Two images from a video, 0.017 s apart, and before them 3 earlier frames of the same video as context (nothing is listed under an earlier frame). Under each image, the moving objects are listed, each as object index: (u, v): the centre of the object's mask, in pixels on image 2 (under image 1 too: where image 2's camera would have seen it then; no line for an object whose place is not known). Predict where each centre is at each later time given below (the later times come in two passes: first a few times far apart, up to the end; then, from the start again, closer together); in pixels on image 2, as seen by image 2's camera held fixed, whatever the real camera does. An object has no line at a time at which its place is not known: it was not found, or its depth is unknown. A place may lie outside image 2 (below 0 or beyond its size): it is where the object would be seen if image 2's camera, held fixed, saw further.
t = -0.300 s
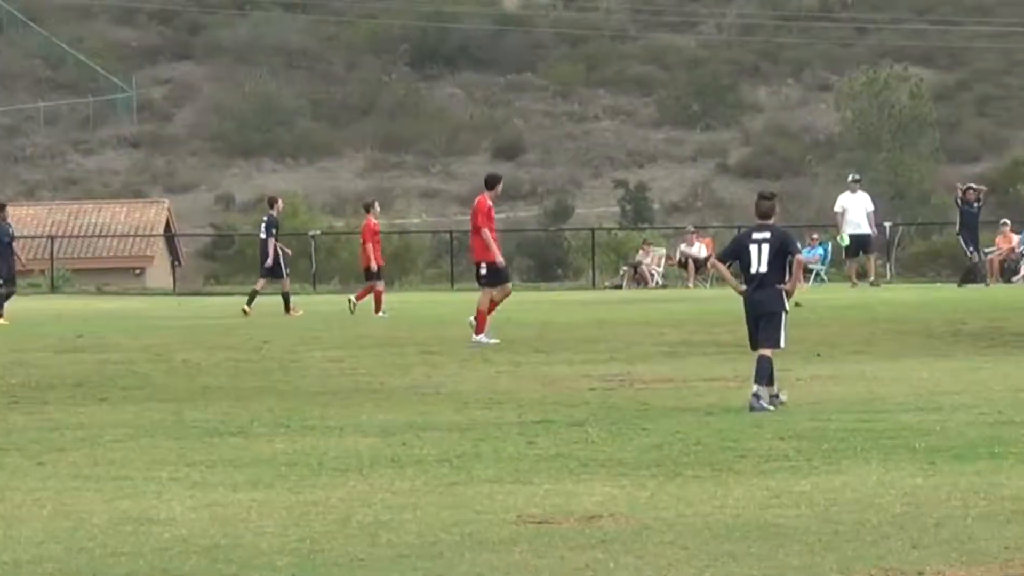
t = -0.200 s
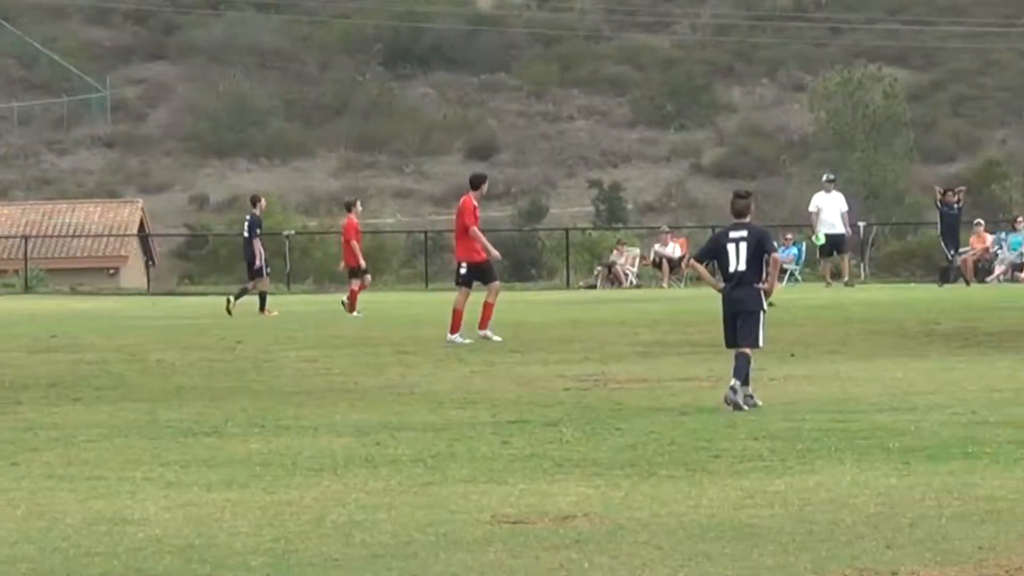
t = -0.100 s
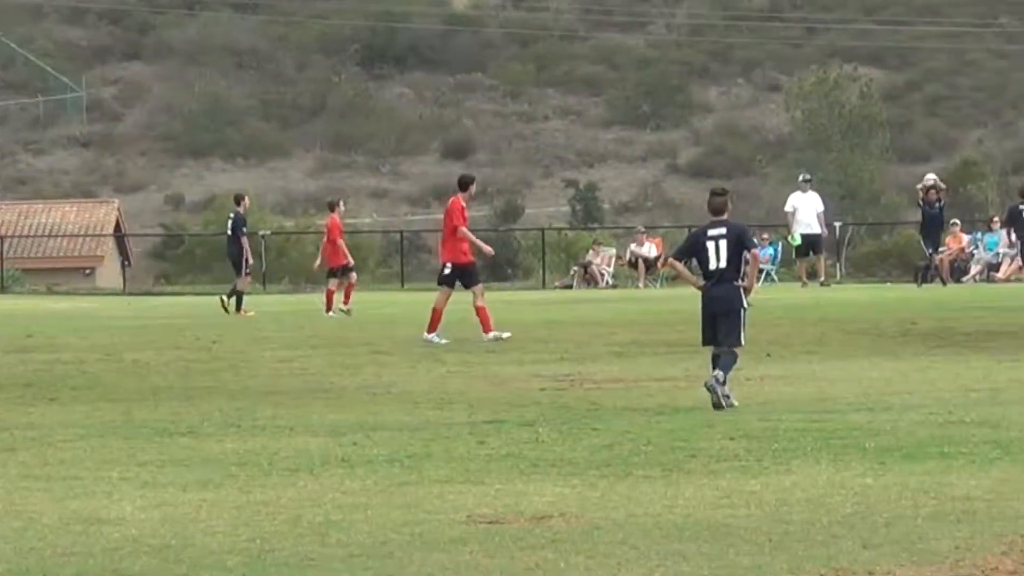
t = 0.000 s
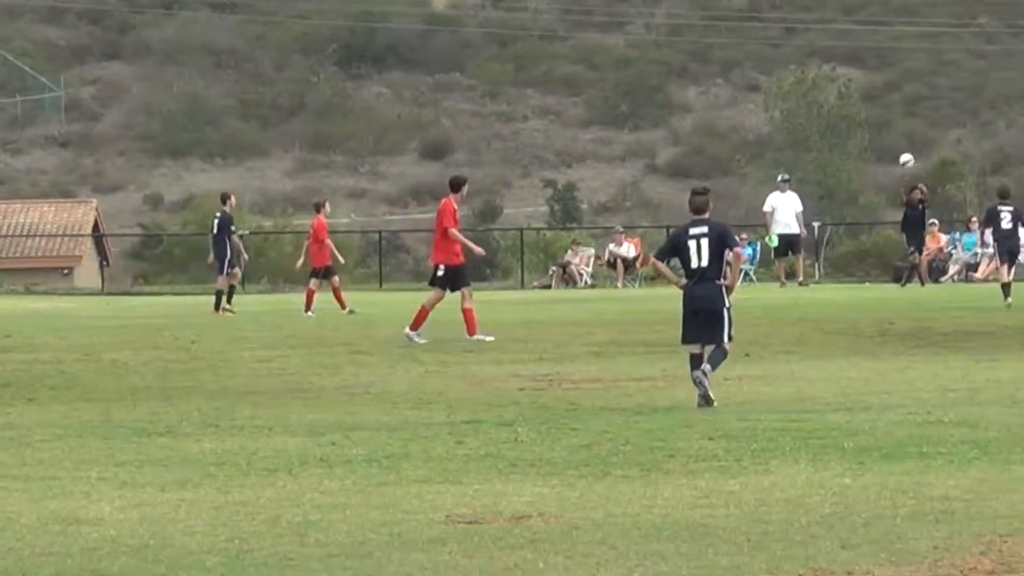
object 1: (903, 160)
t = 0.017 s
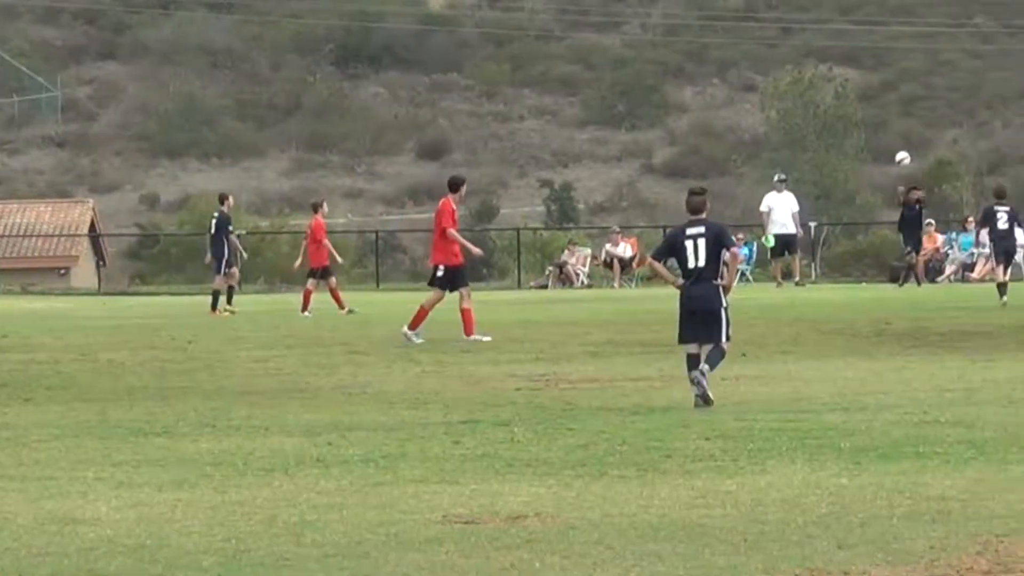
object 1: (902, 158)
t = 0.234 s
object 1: (900, 149)
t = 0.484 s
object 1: (900, 175)
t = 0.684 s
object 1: (897, 225)
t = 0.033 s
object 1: (902, 156)
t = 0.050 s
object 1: (902, 155)
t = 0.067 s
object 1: (902, 154)
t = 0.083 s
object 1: (902, 152)
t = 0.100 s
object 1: (901, 151)
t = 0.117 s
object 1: (901, 151)
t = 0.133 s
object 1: (900, 149)
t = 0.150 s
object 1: (900, 149)
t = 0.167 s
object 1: (900, 149)
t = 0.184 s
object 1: (901, 149)
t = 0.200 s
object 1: (901, 149)
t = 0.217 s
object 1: (901, 149)
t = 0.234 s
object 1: (900, 149)
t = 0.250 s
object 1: (900, 149)
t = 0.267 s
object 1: (900, 151)
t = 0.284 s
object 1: (900, 152)
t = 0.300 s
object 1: (900, 153)
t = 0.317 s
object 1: (900, 154)
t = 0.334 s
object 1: (900, 156)
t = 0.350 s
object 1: (900, 157)
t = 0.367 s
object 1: (900, 159)
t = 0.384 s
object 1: (900, 161)
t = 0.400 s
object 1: (900, 163)
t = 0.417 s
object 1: (900, 165)
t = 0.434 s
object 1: (900, 168)
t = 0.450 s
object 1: (900, 170)
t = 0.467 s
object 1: (900, 172)
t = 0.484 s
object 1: (900, 175)
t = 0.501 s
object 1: (900, 179)
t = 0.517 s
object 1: (900, 182)
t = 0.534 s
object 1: (899, 185)
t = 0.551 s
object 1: (899, 188)
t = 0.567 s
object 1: (899, 192)
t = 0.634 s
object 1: (898, 210)
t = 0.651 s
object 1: (898, 215)
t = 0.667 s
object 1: (898, 219)
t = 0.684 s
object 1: (897, 225)
